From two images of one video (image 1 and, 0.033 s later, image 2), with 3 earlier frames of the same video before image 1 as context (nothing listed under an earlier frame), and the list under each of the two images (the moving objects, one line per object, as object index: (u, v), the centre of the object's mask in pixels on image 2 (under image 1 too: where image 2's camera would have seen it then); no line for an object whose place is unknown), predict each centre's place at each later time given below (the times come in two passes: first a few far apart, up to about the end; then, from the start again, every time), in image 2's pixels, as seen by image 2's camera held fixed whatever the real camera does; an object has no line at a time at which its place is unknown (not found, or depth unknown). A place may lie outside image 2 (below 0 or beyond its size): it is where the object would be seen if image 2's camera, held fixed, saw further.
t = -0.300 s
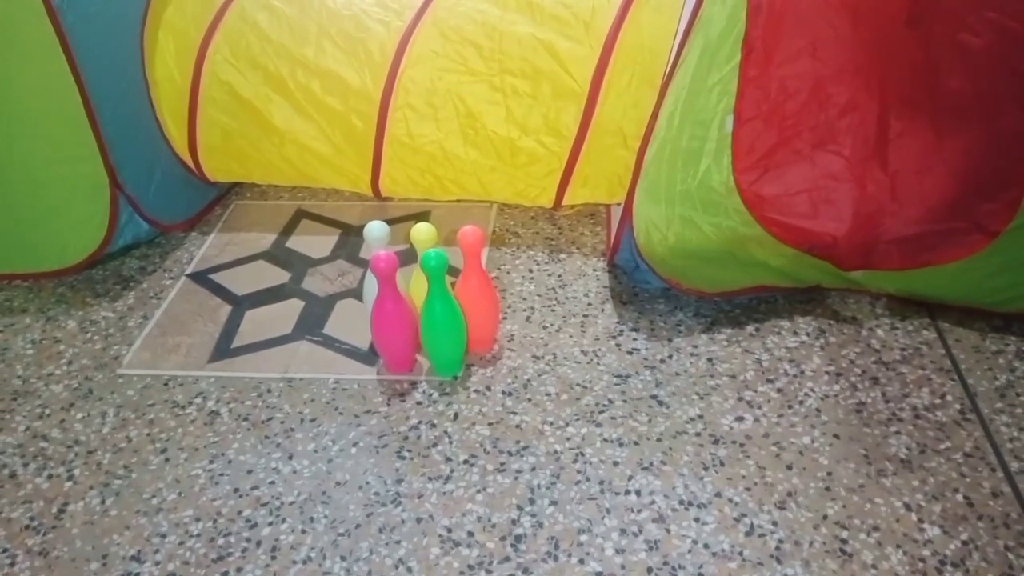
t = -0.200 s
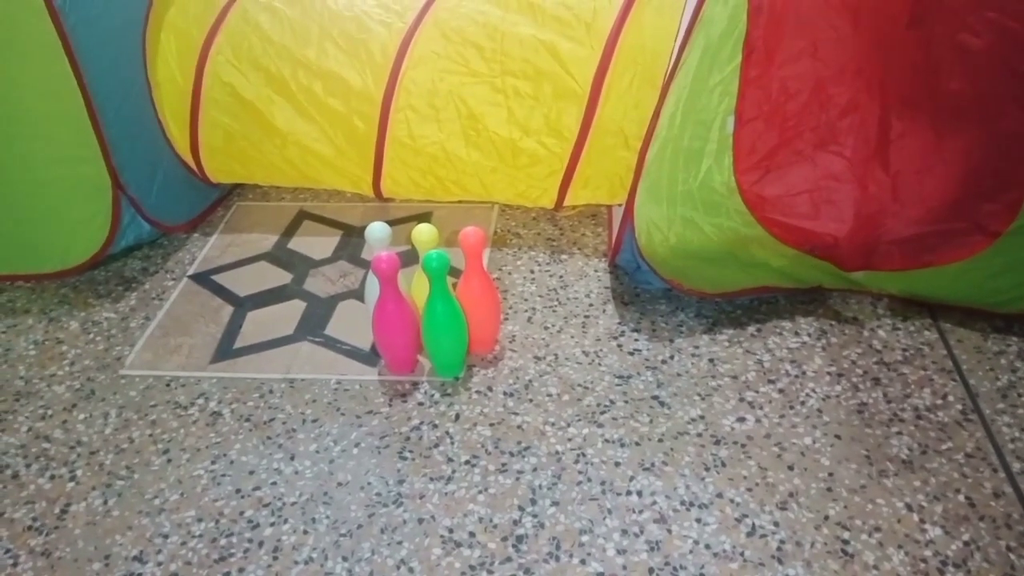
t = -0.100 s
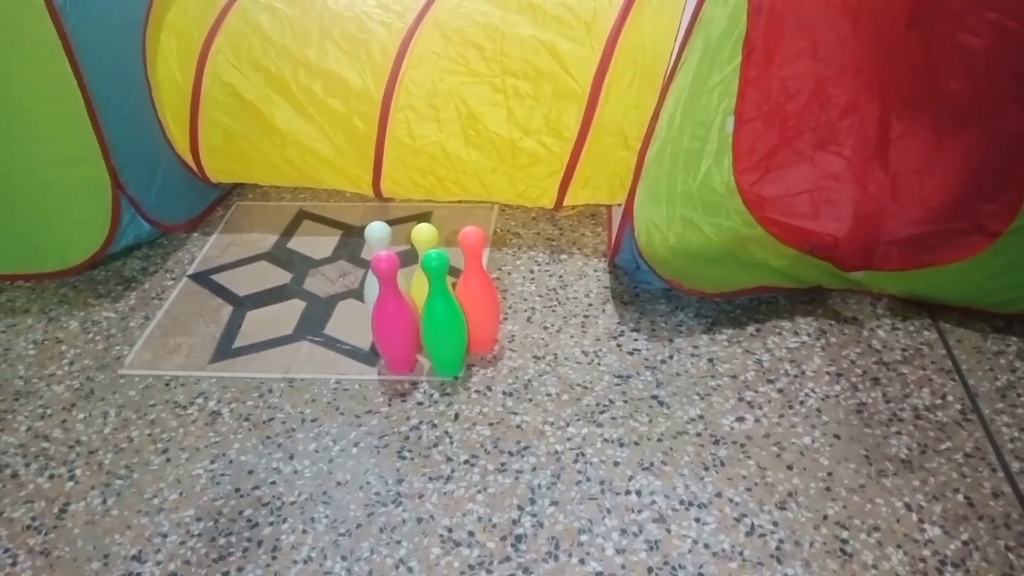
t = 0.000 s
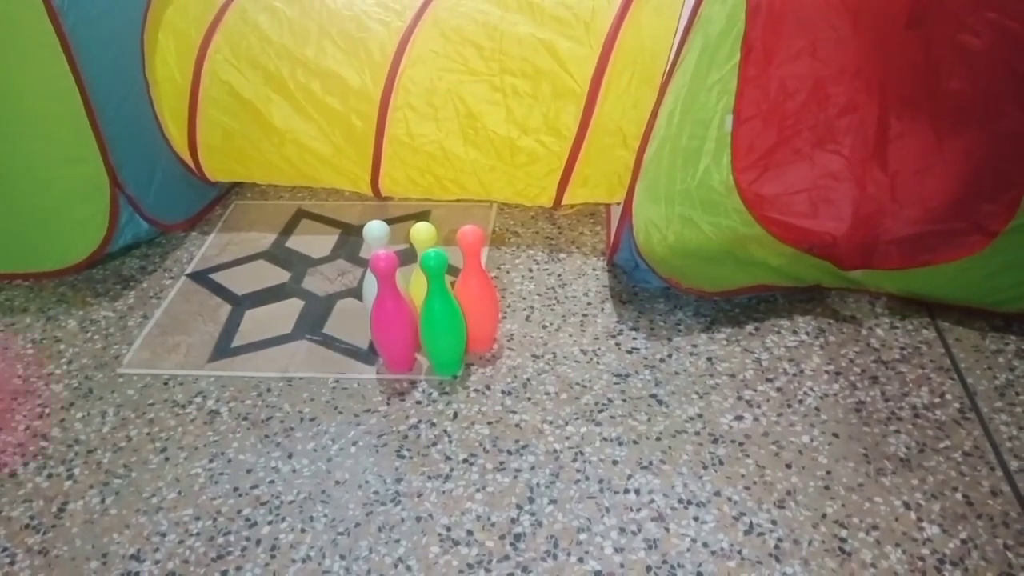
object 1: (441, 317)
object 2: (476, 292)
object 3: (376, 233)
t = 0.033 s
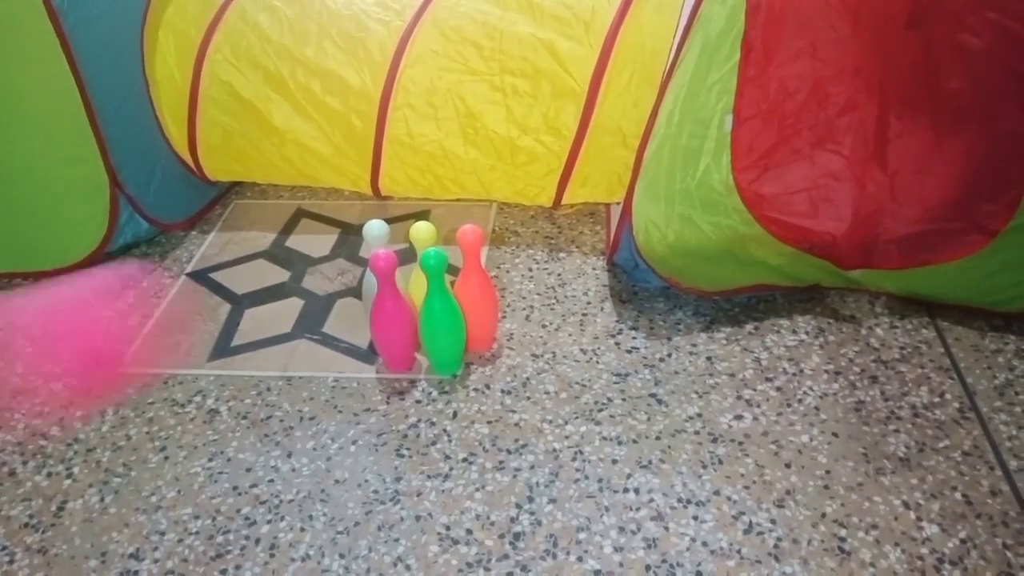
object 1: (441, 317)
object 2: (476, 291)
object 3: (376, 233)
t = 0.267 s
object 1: (447, 319)
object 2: (498, 291)
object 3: (359, 234)
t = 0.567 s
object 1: (442, 319)
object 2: (571, 313)
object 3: (318, 196)
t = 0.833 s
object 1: (437, 320)
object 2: (596, 303)
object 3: (307, 202)
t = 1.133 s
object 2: (603, 310)
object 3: (289, 219)
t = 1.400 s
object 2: (605, 318)
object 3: (265, 235)
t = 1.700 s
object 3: (263, 237)
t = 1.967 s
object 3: (281, 228)
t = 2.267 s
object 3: (302, 213)
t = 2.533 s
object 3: (306, 208)
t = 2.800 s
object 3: (300, 214)
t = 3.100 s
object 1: (523, 206)
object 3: (282, 228)
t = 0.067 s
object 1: (441, 317)
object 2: (476, 291)
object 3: (376, 234)
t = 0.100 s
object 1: (441, 317)
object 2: (476, 292)
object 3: (376, 234)
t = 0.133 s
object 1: (441, 317)
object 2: (476, 292)
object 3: (377, 229)
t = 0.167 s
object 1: (443, 318)
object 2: (480, 293)
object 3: (366, 217)
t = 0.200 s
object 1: (445, 318)
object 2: (488, 293)
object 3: (370, 241)
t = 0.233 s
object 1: (447, 319)
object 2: (494, 292)
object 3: (365, 243)
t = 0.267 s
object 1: (447, 319)
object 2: (498, 291)
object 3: (359, 234)
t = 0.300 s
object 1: (448, 319)
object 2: (504, 290)
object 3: (353, 227)
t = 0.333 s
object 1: (448, 319)
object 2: (509, 292)
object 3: (346, 222)
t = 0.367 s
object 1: (448, 319)
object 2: (516, 291)
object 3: (344, 218)
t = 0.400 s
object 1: (448, 319)
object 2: (524, 289)
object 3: (338, 203)
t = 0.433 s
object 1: (447, 319)
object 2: (534, 290)
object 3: (337, 196)
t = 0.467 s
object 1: (447, 319)
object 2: (544, 295)
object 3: (332, 189)
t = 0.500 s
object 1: (445, 319)
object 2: (554, 301)
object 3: (328, 191)
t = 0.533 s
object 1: (443, 319)
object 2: (565, 311)
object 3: (323, 194)
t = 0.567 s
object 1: (442, 319)
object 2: (571, 313)
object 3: (318, 196)
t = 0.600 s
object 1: (440, 320)
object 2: (574, 303)
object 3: (317, 196)
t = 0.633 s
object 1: (438, 320)
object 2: (576, 298)
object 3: (315, 196)
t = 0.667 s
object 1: (437, 320)
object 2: (579, 297)
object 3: (314, 197)
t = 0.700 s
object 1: (436, 321)
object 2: (582, 301)
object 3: (313, 198)
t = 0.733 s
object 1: (436, 321)
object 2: (588, 305)
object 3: (311, 199)
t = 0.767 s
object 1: (436, 320)
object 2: (589, 309)
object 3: (310, 200)
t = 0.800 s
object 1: (436, 320)
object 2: (593, 305)
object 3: (308, 201)
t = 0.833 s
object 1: (437, 320)
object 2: (596, 303)
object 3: (307, 202)
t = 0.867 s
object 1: (438, 319)
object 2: (600, 305)
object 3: (306, 203)
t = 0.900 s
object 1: (439, 319)
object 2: (601, 307)
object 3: (305, 205)
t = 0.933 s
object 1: (440, 318)
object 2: (601, 306)
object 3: (303, 206)
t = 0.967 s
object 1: (442, 318)
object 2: (600, 306)
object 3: (301, 208)
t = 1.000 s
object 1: (443, 318)
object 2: (601, 307)
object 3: (299, 211)
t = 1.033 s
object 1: (445, 318)
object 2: (601, 308)
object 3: (297, 213)
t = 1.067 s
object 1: (446, 319)
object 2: (602, 308)
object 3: (295, 215)
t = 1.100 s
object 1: (446, 319)
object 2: (603, 310)
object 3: (292, 217)
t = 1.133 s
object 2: (603, 310)
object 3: (289, 219)
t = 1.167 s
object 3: (286, 221)
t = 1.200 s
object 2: (602, 312)
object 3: (283, 224)
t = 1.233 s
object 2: (602, 314)
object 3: (279, 226)
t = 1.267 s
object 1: (441, 321)
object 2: (603, 314)
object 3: (276, 229)
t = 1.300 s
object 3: (273, 230)
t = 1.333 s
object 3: (270, 232)
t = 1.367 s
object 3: (268, 234)
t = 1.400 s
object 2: (605, 318)
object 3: (265, 235)
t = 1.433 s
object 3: (264, 237)
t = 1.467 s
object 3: (263, 238)
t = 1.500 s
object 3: (262, 240)
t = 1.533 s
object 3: (262, 240)
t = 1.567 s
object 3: (261, 239)
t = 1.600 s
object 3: (261, 239)
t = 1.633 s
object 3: (261, 238)
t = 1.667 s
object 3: (262, 237)
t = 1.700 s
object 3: (263, 237)
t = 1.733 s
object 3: (264, 236)
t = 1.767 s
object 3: (266, 235)
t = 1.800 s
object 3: (267, 234)
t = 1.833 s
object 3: (270, 233)
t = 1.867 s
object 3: (273, 232)
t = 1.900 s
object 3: (275, 231)
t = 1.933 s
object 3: (278, 229)
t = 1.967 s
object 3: (281, 228)
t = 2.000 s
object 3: (284, 225)
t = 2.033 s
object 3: (286, 224)
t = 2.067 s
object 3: (289, 222)
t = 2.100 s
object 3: (292, 220)
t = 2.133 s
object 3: (294, 219)
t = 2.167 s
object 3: (296, 217)
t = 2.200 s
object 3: (298, 216)
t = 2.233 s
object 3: (300, 214)
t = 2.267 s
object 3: (302, 213)
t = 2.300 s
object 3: (303, 211)
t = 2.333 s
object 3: (304, 210)
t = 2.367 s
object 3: (305, 210)
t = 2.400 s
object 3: (305, 209)
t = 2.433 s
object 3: (306, 208)
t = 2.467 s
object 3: (306, 208)
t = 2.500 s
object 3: (306, 208)
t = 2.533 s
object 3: (306, 208)
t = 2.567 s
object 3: (306, 208)
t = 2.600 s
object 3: (306, 208)
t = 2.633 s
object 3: (305, 209)
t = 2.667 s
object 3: (305, 209)
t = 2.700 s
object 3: (304, 210)
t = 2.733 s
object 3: (302, 211)
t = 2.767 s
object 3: (301, 213)
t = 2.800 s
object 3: (300, 214)
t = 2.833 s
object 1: (480, 264)
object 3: (298, 215)
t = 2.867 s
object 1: (509, 234)
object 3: (296, 217)
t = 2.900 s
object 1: (537, 209)
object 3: (295, 218)
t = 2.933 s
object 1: (542, 193)
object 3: (293, 220)
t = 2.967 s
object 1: (538, 193)
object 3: (291, 221)
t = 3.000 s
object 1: (534, 198)
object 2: (604, 312)
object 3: (289, 223)
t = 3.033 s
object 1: (530, 197)
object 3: (287, 225)
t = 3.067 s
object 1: (526, 200)
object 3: (285, 227)
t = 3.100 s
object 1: (523, 206)
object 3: (282, 228)
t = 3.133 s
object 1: (518, 209)
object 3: (280, 230)
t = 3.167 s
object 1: (513, 216)
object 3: (278, 230)
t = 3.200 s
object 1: (508, 223)
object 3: (277, 231)
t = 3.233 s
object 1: (504, 232)
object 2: (604, 316)
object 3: (275, 231)
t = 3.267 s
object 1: (496, 240)
